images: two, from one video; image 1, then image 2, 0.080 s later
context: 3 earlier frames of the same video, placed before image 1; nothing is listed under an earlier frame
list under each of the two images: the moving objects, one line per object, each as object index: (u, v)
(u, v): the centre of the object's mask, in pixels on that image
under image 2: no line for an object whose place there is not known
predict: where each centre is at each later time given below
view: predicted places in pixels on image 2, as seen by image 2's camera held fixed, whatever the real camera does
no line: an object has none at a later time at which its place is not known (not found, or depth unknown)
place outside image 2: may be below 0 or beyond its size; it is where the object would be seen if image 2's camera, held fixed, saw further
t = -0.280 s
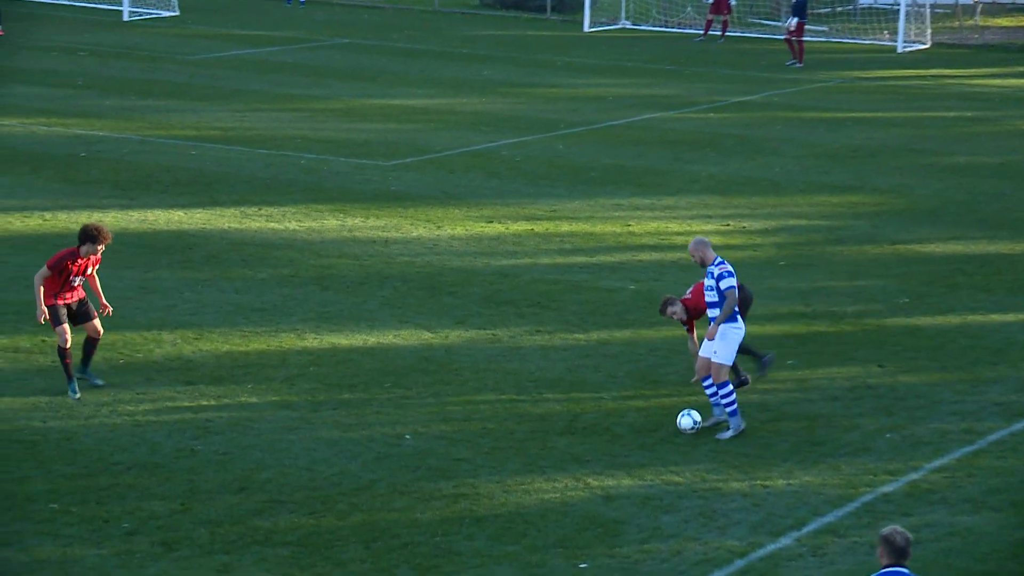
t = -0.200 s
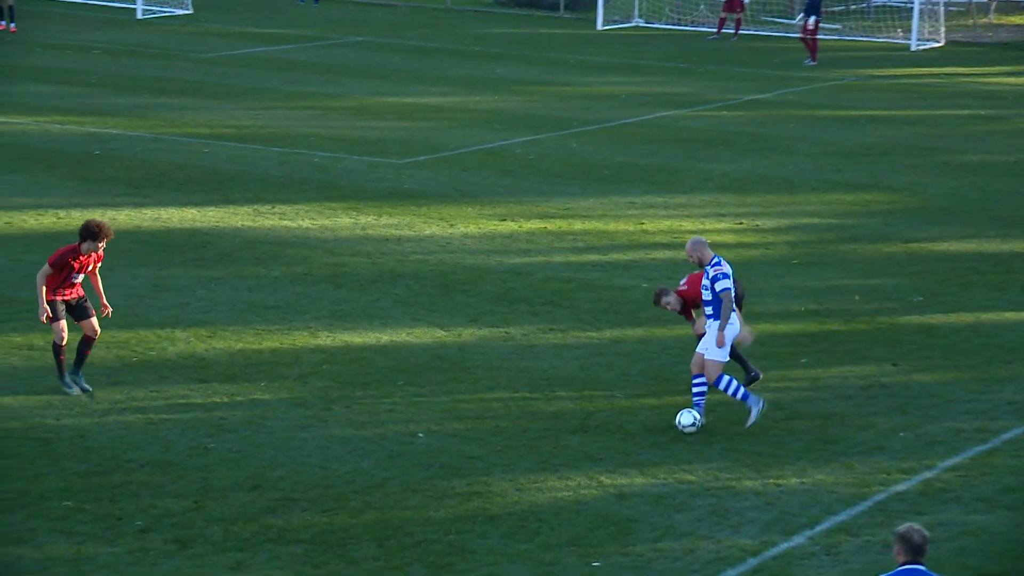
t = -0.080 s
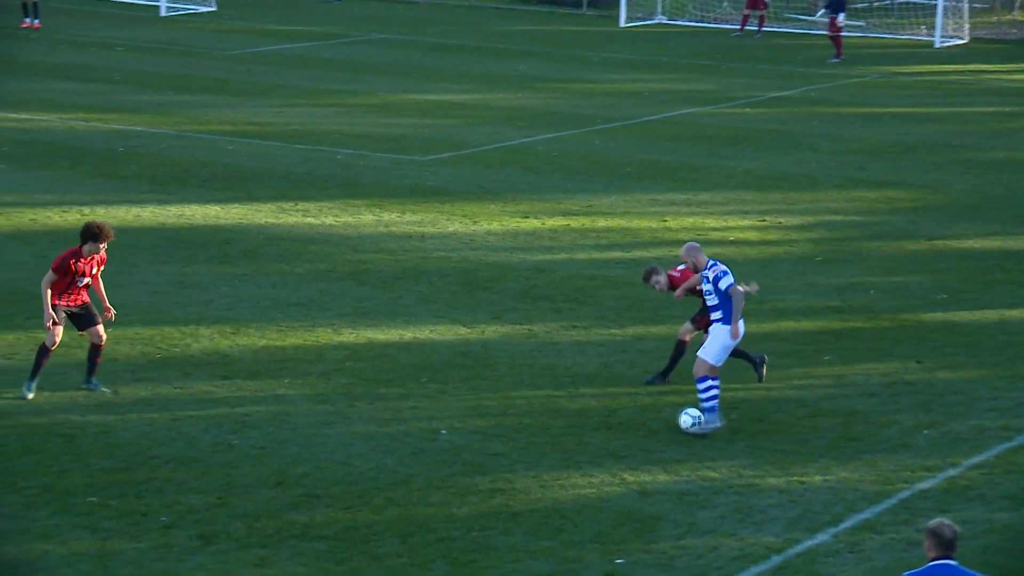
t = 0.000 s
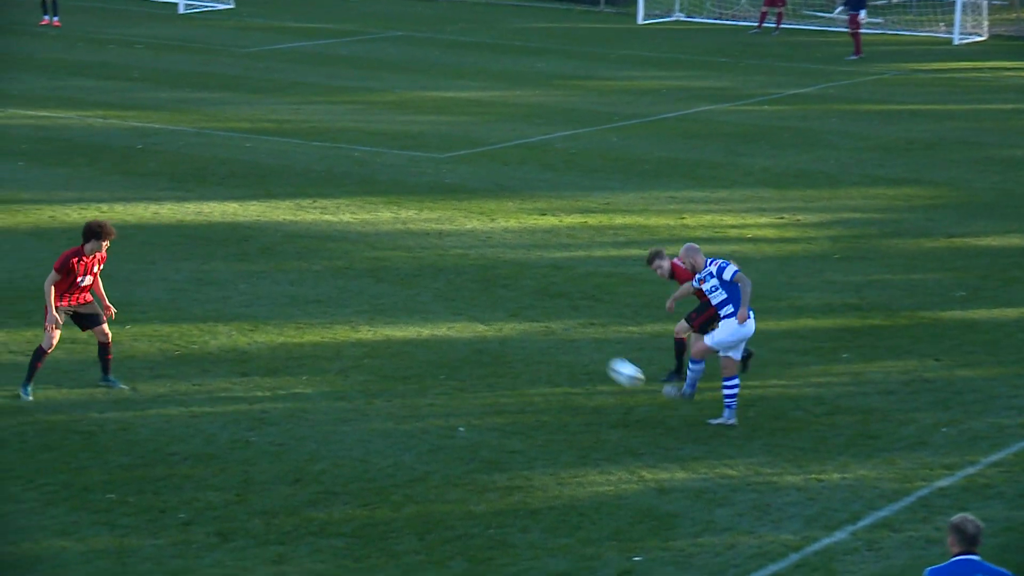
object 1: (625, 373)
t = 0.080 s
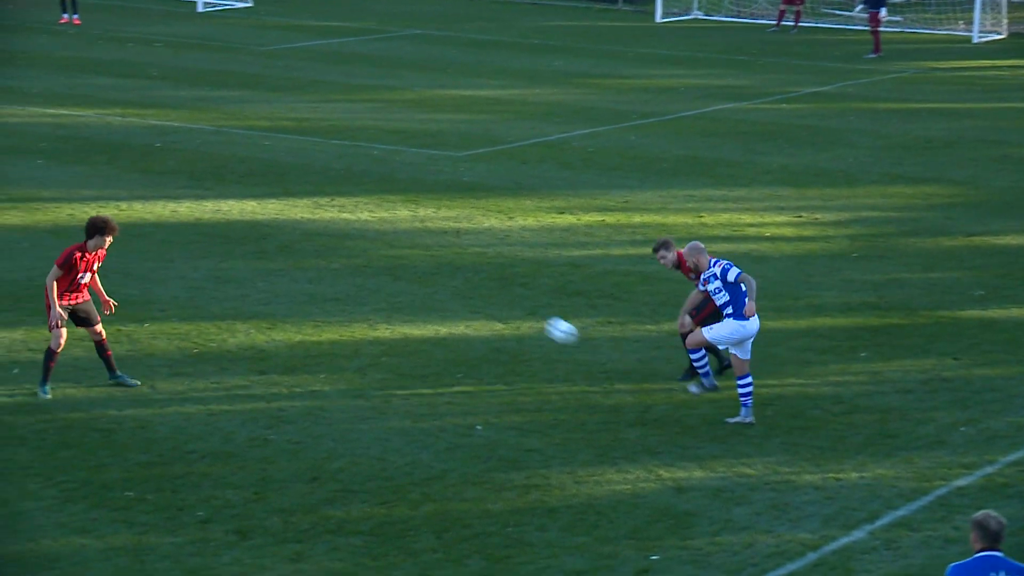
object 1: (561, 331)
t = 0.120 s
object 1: (522, 314)
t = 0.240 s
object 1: (419, 275)
